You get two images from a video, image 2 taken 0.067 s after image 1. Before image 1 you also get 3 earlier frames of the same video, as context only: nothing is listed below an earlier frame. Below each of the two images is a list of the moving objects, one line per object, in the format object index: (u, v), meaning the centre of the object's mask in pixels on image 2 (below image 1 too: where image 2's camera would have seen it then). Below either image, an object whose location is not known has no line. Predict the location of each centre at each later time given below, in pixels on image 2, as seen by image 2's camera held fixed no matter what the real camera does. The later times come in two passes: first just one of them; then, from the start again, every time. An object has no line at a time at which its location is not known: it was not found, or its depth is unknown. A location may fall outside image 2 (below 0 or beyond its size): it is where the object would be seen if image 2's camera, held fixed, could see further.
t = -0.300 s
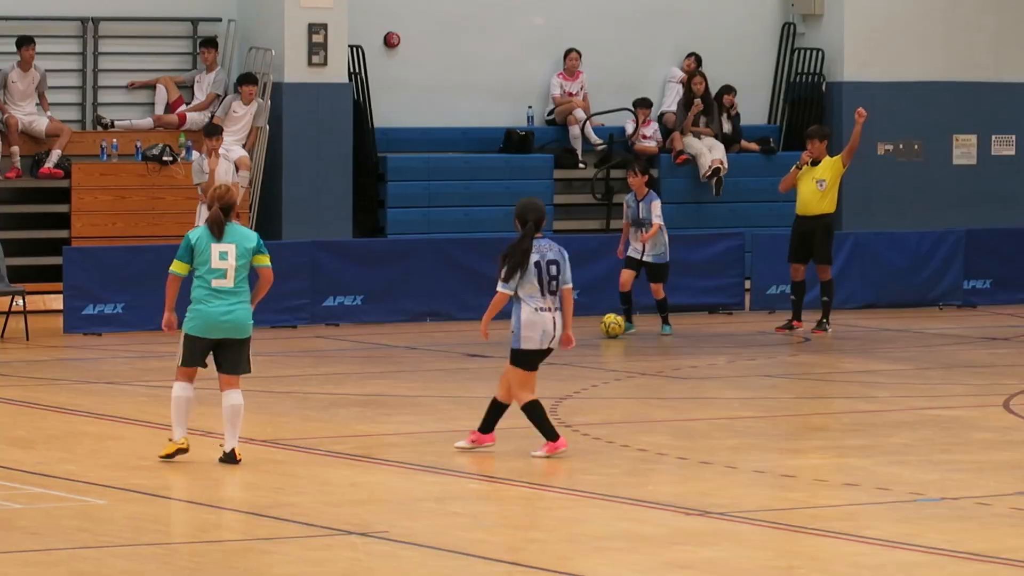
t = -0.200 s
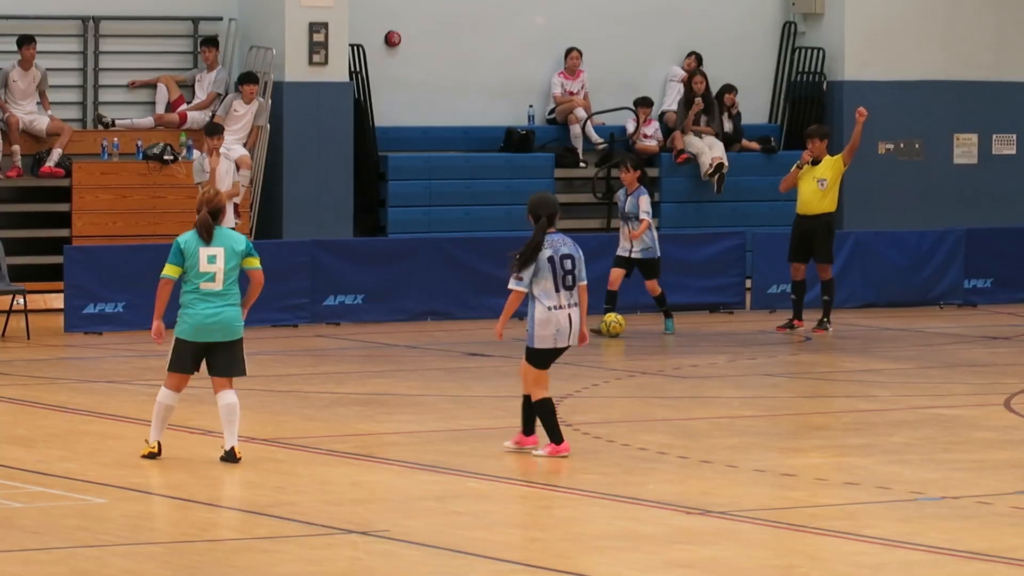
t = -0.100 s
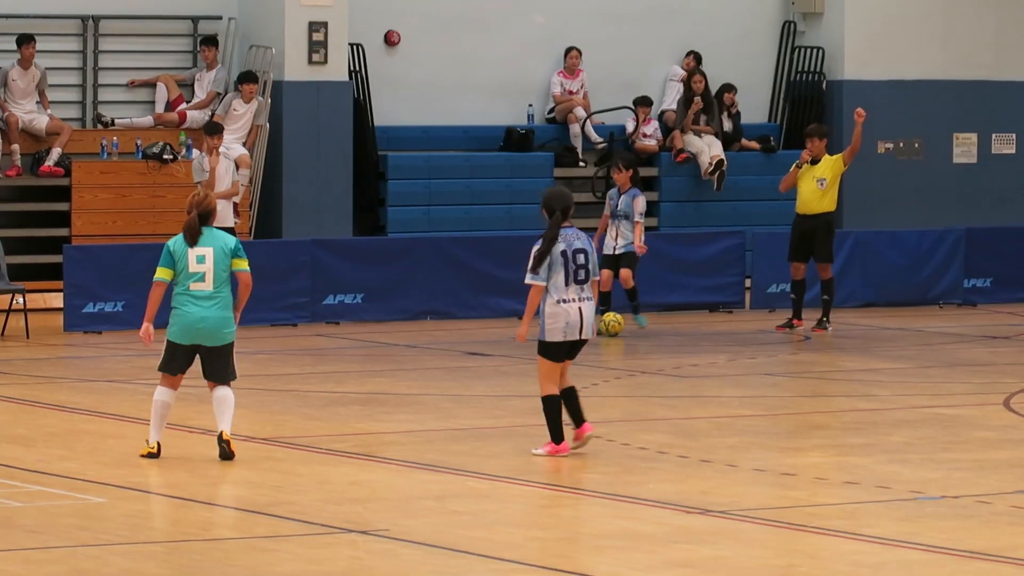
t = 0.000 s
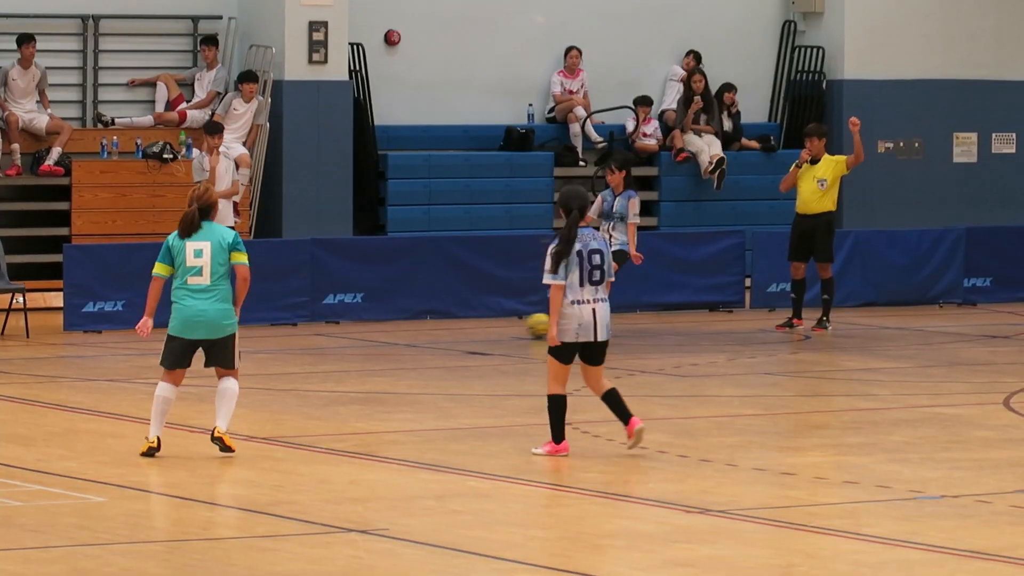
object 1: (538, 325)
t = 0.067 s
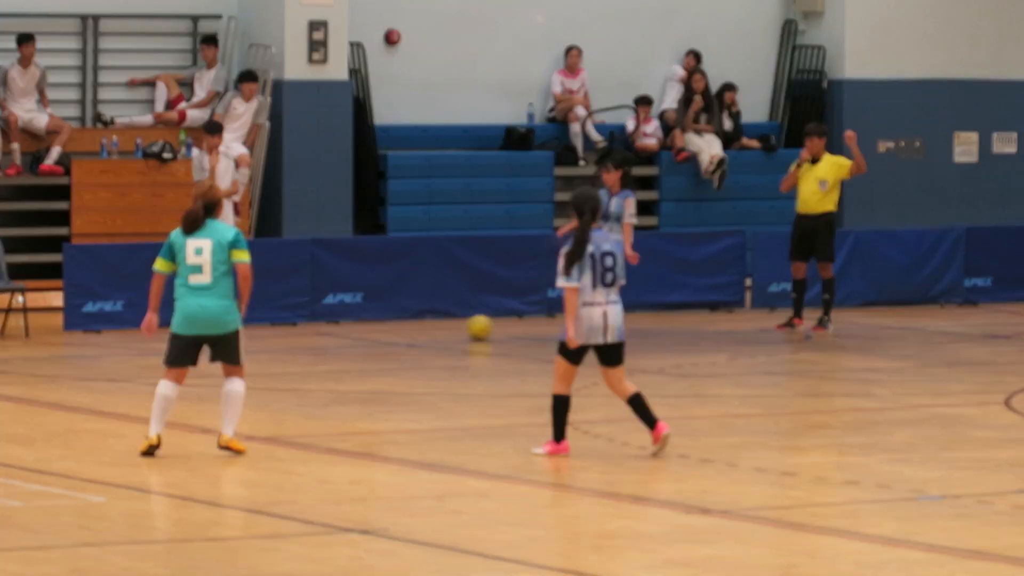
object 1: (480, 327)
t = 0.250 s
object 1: (323, 334)
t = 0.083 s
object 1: (465, 329)
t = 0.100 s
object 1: (450, 329)
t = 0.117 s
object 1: (435, 329)
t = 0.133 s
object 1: (421, 330)
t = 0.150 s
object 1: (406, 331)
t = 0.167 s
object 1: (392, 332)
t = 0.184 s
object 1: (378, 332)
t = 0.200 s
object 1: (364, 333)
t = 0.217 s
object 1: (350, 334)
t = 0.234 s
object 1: (337, 334)
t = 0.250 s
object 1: (323, 334)
